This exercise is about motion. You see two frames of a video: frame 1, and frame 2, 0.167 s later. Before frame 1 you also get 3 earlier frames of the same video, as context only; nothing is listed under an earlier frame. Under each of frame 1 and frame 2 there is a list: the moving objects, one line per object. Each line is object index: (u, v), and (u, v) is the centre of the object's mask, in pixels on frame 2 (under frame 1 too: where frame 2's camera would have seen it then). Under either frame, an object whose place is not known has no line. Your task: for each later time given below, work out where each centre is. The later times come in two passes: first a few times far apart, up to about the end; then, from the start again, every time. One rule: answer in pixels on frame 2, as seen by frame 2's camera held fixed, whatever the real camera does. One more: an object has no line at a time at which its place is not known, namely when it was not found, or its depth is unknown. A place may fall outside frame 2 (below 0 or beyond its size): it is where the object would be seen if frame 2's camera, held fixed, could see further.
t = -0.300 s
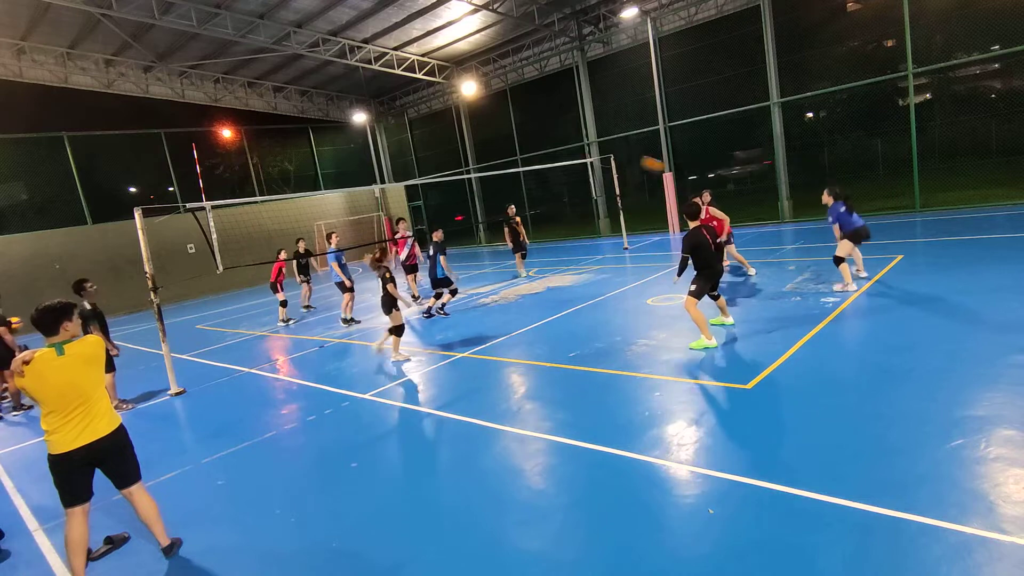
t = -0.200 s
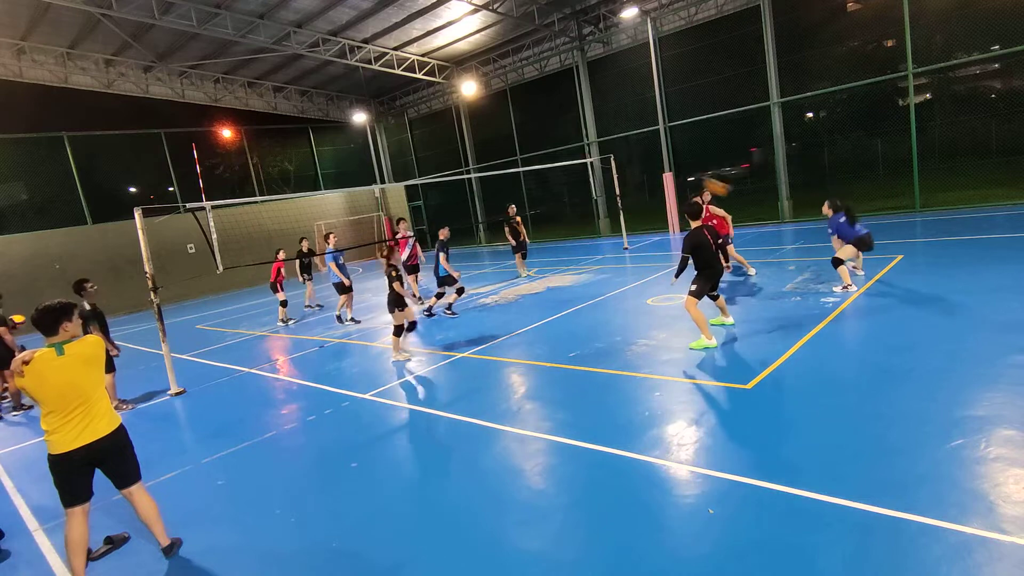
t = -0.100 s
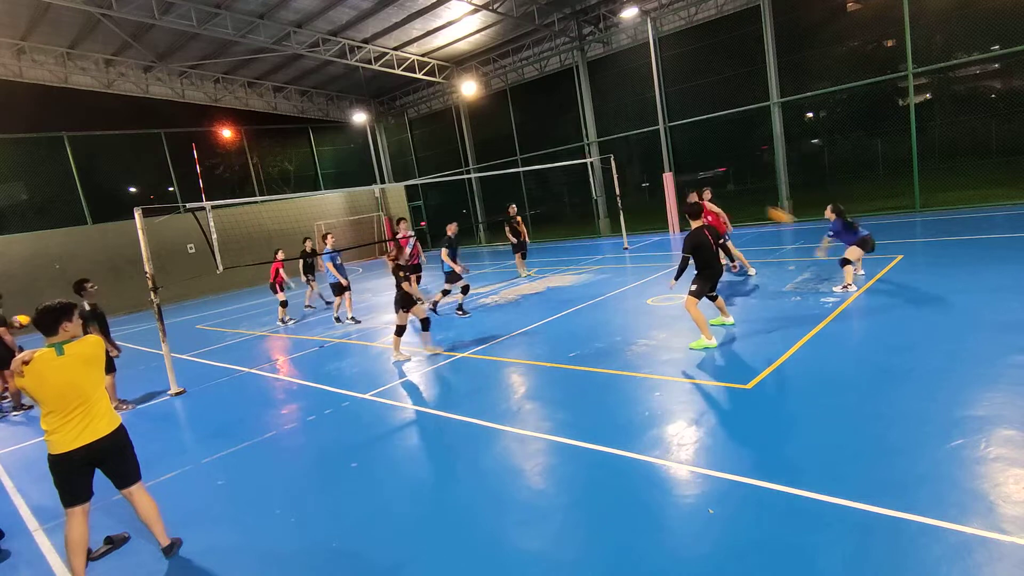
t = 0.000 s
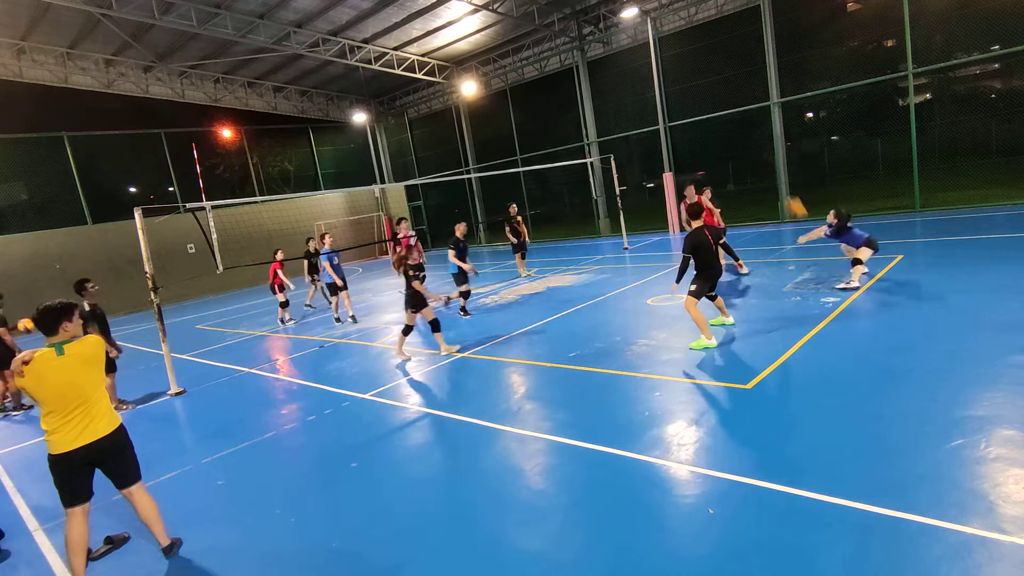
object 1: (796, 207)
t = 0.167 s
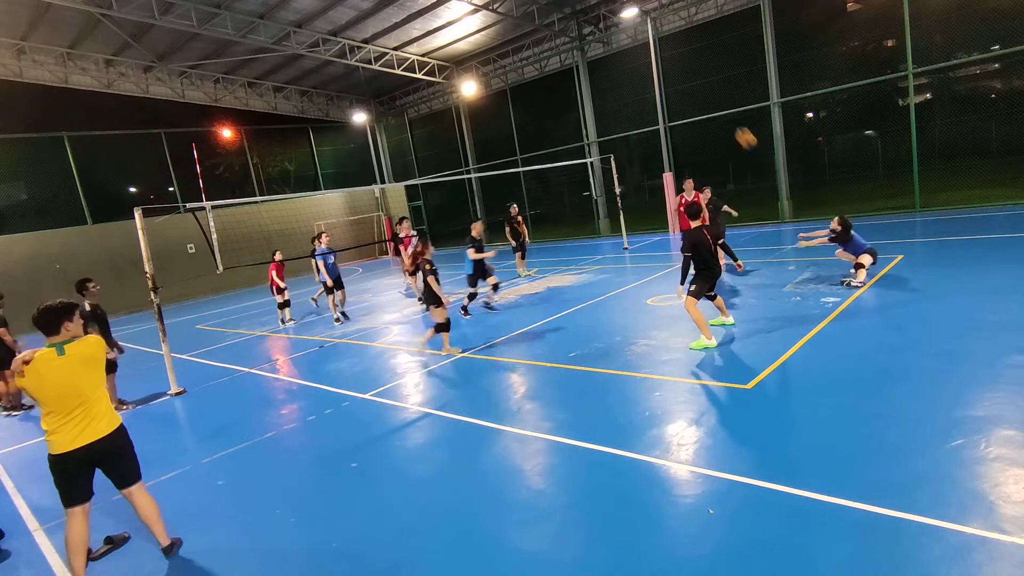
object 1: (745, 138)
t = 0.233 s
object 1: (726, 116)
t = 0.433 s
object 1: (673, 68)
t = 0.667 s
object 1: (620, 48)
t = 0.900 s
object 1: (573, 63)
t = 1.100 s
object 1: (541, 100)
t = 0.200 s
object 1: (736, 126)
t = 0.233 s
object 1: (726, 116)
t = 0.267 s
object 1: (717, 104)
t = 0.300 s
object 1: (708, 96)
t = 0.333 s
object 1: (699, 88)
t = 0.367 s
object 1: (690, 81)
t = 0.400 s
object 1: (682, 74)
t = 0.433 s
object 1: (673, 68)
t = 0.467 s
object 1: (665, 63)
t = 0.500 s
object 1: (658, 58)
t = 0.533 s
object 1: (649, 55)
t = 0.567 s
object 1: (641, 51)
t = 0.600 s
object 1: (634, 50)
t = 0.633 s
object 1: (627, 48)
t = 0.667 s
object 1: (620, 48)
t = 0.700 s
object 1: (611, 47)
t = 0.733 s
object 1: (605, 49)
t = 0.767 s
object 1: (599, 50)
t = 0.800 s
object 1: (591, 52)
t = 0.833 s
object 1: (585, 55)
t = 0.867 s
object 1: (579, 58)
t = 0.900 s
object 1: (573, 63)
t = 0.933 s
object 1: (568, 67)
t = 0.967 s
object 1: (562, 73)
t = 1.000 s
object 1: (556, 79)
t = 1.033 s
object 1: (551, 85)
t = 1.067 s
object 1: (546, 92)
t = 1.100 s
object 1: (541, 100)
